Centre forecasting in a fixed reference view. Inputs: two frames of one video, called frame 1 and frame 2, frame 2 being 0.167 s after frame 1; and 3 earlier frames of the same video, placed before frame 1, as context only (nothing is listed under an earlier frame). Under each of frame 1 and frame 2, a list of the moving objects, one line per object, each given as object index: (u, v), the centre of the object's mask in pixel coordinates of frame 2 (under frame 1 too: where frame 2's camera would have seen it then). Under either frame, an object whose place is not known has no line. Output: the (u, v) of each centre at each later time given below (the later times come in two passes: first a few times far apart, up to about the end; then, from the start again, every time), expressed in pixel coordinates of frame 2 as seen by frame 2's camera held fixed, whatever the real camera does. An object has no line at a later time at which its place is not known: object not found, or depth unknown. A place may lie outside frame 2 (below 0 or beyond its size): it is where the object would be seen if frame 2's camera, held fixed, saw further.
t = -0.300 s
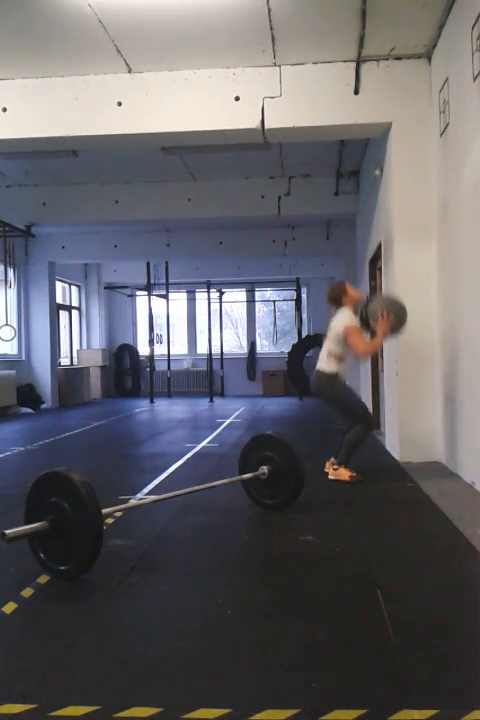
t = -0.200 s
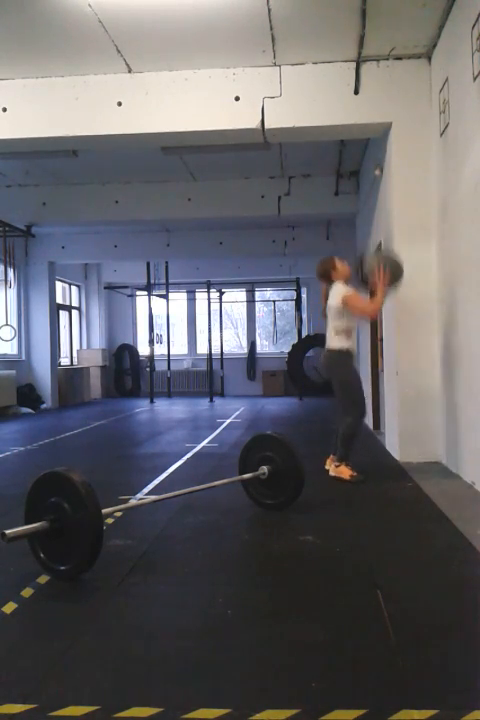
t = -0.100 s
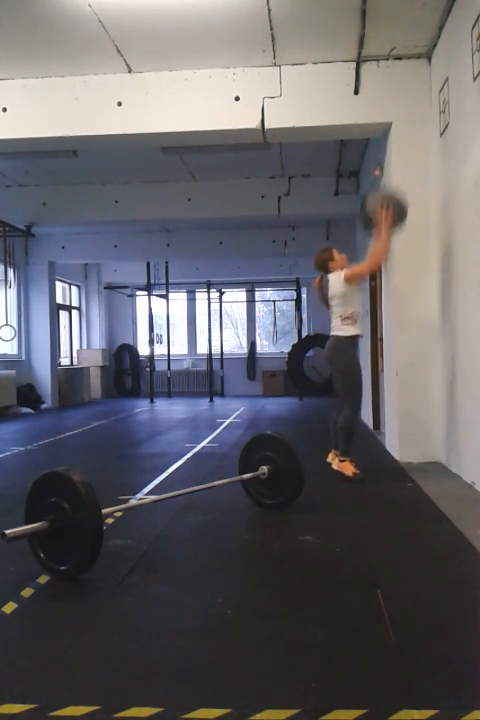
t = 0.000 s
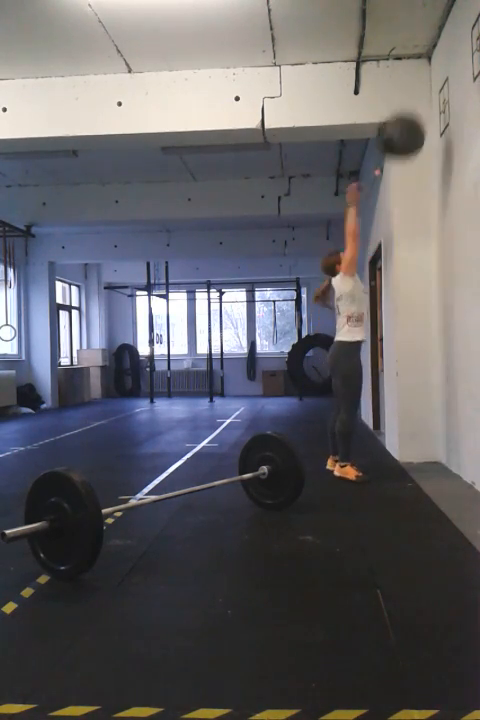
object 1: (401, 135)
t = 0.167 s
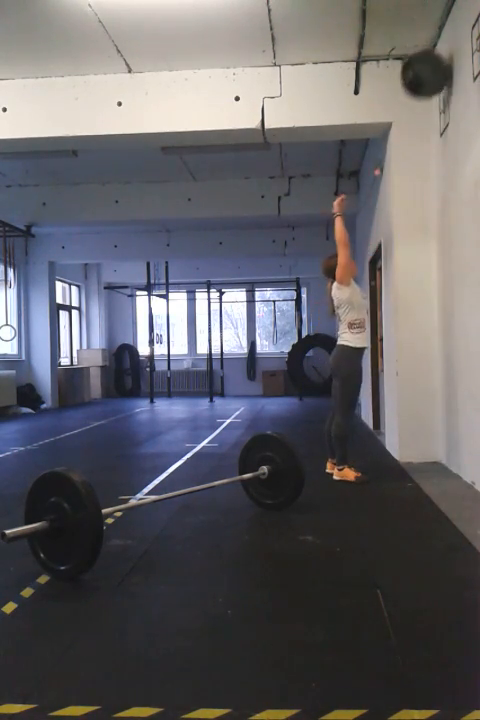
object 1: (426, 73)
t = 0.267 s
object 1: (426, 58)
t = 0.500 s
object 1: (408, 76)
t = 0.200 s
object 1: (429, 66)
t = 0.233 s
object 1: (429, 62)
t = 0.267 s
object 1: (426, 58)
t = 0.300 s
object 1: (423, 56)
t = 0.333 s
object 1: (420, 56)
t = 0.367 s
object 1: (418, 57)
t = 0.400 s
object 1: (415, 59)
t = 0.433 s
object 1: (413, 63)
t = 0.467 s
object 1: (411, 69)
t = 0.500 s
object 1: (408, 76)
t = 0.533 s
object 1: (406, 86)
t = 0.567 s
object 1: (404, 95)
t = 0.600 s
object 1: (402, 107)
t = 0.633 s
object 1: (399, 121)
